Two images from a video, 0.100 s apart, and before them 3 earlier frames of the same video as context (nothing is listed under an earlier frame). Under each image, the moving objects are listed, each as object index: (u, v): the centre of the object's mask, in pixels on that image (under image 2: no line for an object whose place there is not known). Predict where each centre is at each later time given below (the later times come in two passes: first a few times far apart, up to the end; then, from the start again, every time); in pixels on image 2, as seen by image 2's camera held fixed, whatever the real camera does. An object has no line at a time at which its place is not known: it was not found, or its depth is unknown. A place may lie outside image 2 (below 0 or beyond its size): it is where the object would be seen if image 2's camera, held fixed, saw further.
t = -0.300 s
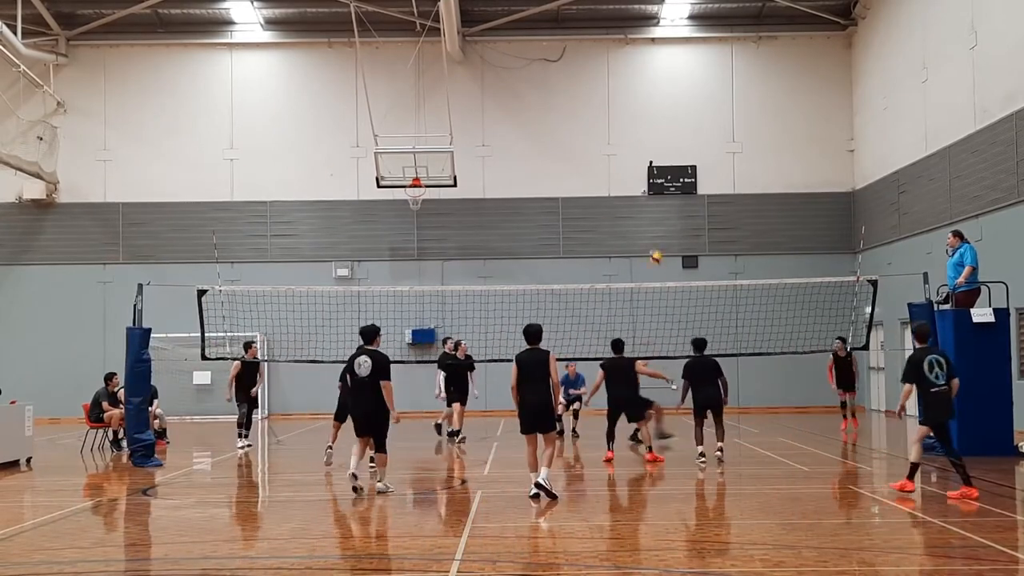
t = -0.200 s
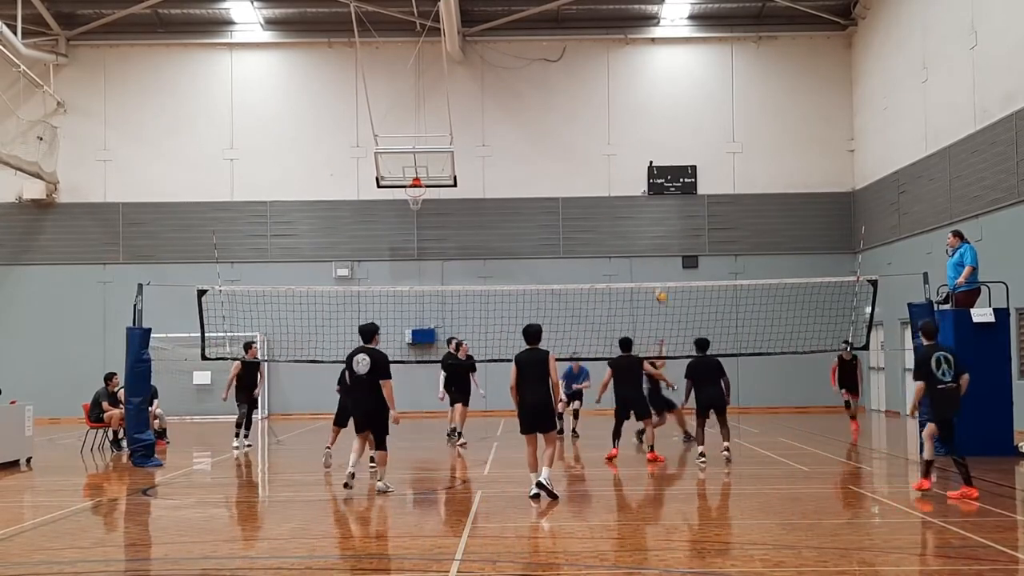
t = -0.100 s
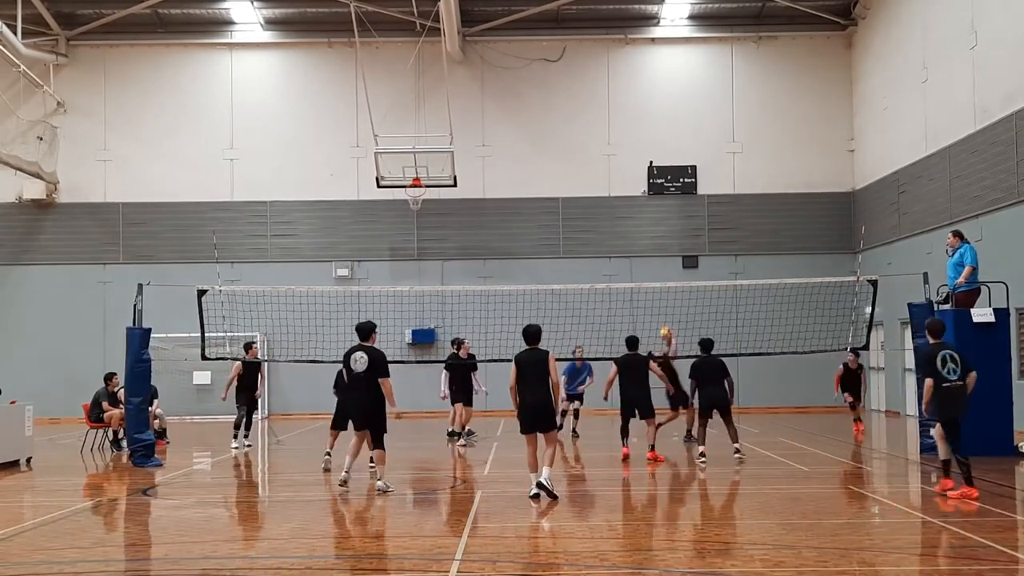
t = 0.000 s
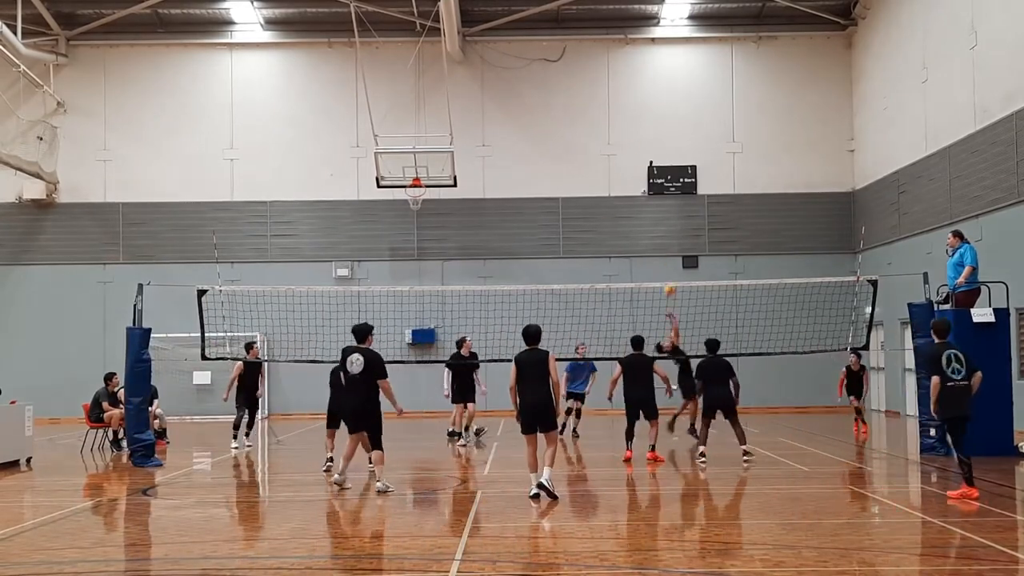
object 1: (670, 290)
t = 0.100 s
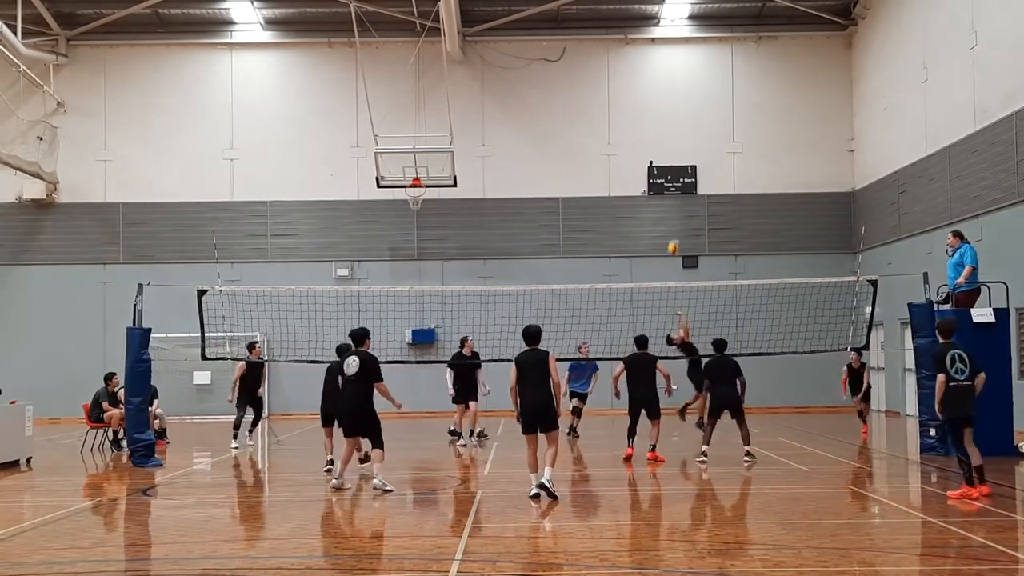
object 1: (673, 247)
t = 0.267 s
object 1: (683, 192)
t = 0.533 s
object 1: (697, 140)
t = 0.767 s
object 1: (711, 130)
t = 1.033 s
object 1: (728, 159)
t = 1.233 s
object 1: (741, 210)
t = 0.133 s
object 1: (675, 234)
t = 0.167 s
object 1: (677, 222)
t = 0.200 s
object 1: (678, 211)
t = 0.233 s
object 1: (680, 201)
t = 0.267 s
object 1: (683, 192)
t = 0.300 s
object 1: (684, 183)
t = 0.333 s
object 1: (686, 174)
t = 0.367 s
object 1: (688, 167)
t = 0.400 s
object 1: (690, 160)
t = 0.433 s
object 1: (691, 154)
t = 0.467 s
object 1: (694, 149)
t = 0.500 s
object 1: (695, 144)
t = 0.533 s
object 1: (697, 140)
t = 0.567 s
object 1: (699, 136)
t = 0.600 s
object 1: (701, 134)
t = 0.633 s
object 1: (703, 132)
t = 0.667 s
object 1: (705, 130)
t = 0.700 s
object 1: (707, 129)
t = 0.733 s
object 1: (709, 129)
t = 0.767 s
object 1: (711, 130)
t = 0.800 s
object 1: (713, 131)
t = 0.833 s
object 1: (715, 133)
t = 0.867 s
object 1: (718, 136)
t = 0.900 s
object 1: (719, 139)
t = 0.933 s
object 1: (722, 143)
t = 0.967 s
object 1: (723, 148)
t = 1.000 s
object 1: (726, 153)
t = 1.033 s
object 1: (728, 159)
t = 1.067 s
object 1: (730, 166)
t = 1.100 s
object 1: (732, 174)
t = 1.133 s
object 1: (734, 182)
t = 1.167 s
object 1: (736, 191)
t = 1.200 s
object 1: (738, 200)
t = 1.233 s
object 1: (741, 210)
